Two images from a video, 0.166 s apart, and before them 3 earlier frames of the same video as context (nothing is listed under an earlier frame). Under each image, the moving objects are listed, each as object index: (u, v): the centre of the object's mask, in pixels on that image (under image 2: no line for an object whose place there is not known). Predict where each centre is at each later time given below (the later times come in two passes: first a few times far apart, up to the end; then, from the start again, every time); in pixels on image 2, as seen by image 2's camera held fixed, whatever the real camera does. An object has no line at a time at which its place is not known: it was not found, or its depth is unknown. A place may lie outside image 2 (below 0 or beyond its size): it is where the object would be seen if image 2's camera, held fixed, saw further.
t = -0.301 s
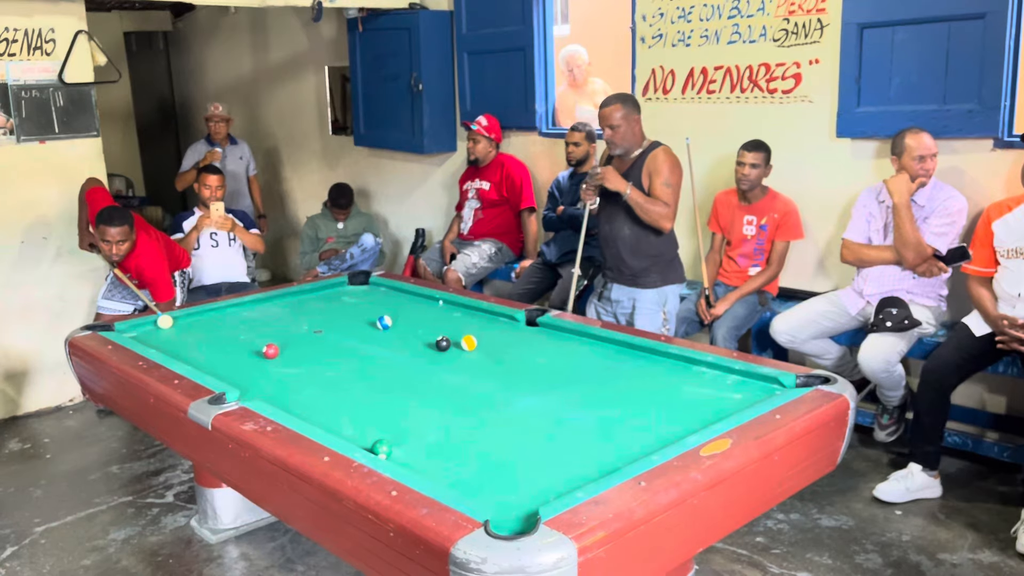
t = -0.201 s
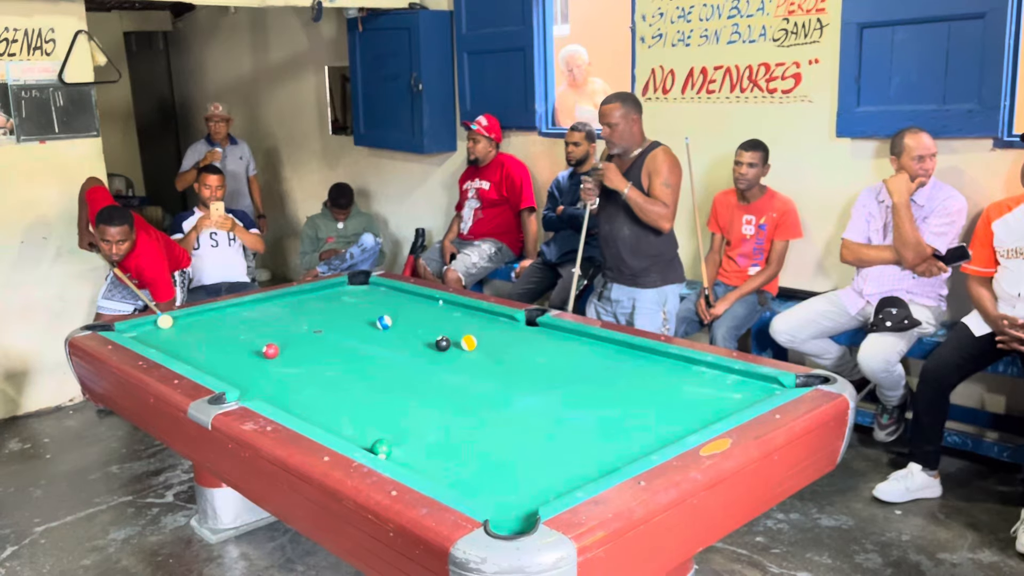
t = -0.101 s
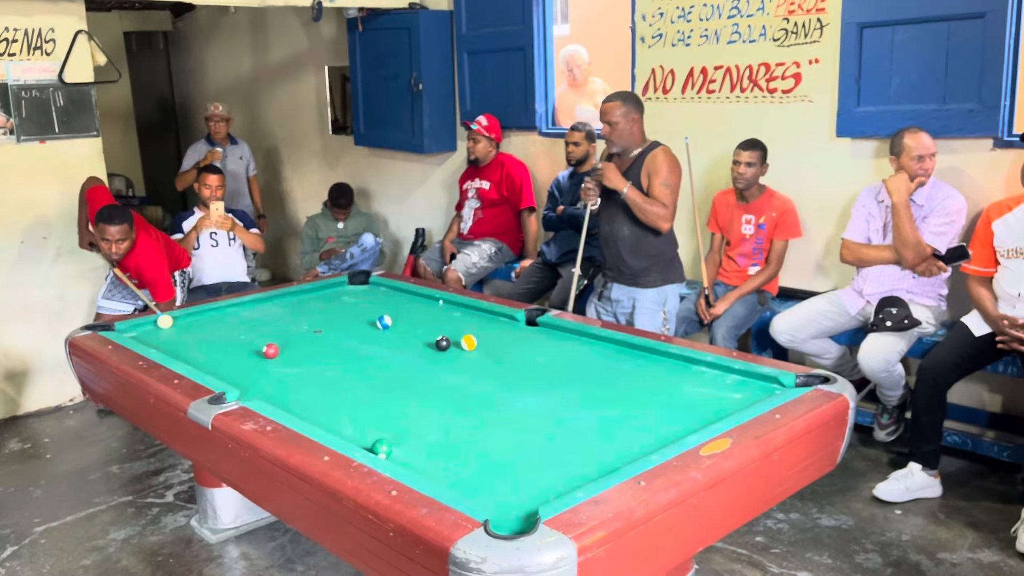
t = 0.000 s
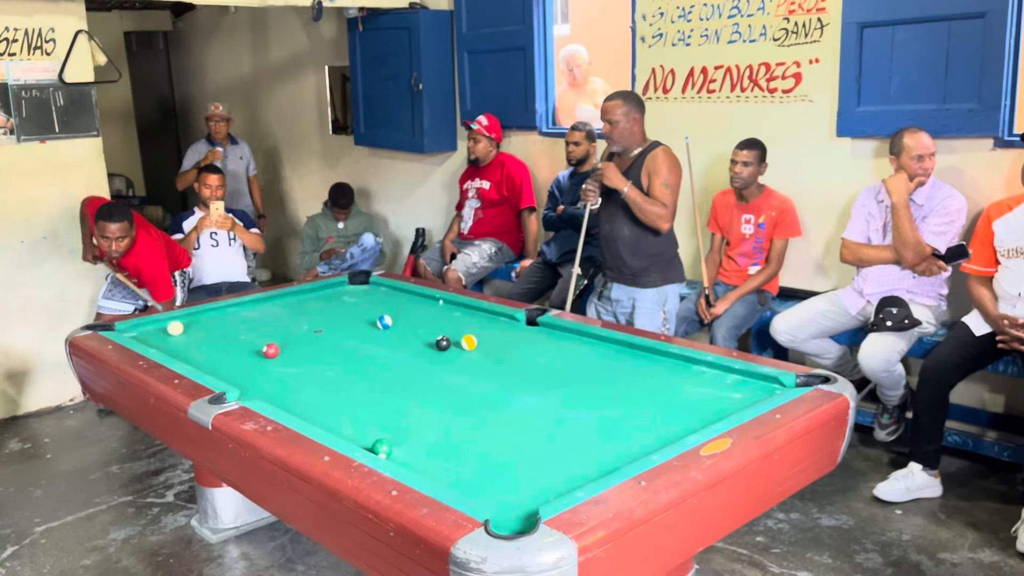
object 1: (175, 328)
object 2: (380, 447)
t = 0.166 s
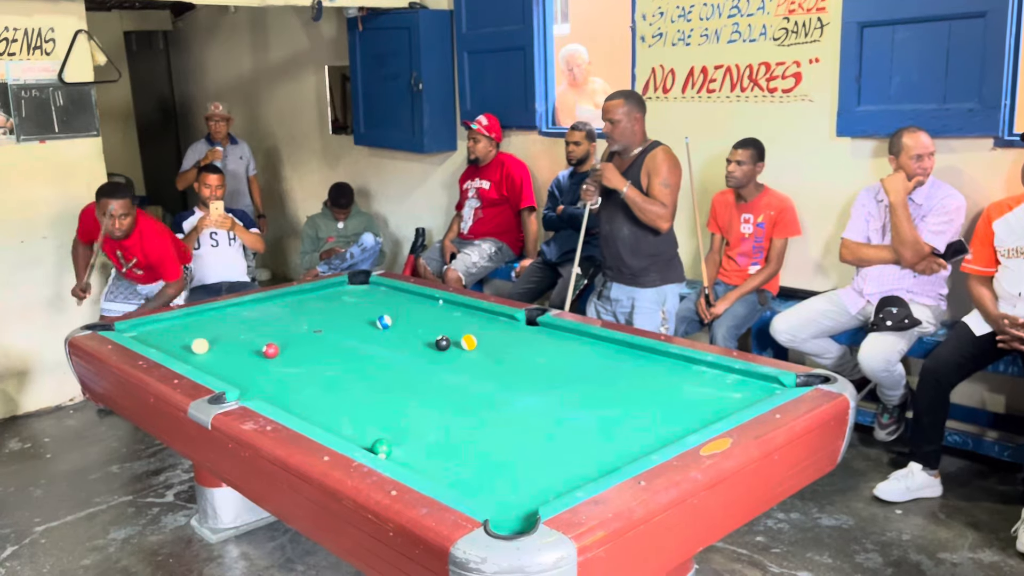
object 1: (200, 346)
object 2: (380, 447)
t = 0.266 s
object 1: (217, 358)
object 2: (380, 447)
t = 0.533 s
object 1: (269, 395)
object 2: (379, 447)
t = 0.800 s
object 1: (355, 434)
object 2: (380, 447)
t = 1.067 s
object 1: (410, 440)
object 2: (446, 478)
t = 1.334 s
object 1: (460, 442)
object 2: (521, 502)
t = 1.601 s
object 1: (508, 443)
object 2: (516, 488)
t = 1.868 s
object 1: (553, 445)
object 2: (496, 470)
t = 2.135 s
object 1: (597, 447)
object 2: (480, 454)
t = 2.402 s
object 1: (637, 448)
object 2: (464, 441)
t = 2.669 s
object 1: (650, 443)
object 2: (453, 429)
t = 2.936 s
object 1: (646, 436)
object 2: (441, 420)
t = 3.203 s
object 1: (643, 430)
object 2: (433, 412)
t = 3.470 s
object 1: (640, 425)
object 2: (425, 405)
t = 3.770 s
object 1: (638, 420)
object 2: (419, 399)
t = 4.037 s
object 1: (637, 418)
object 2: (414, 394)
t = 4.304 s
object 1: (637, 417)
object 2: (410, 391)
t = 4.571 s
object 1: (637, 417)
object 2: (408, 388)
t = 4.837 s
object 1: (637, 417)
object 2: (406, 386)
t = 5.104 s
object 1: (637, 417)
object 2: (405, 384)
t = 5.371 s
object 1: (637, 416)
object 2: (405, 384)
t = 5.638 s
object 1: (637, 417)
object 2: (405, 384)
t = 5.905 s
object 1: (637, 417)
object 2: (405, 384)
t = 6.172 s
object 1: (637, 417)
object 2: (404, 384)
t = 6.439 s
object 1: (637, 417)
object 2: (404, 384)
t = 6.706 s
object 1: (637, 417)
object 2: (404, 384)
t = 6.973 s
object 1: (637, 417)
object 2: (404, 384)
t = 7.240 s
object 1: (637, 417)
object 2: (404, 384)
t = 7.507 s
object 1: (637, 416)
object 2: (404, 384)
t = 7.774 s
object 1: (637, 416)
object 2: (404, 384)
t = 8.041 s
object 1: (637, 417)
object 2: (404, 384)
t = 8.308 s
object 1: (637, 417)
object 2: (404, 384)
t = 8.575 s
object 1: (637, 417)
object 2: (404, 384)
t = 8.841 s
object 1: (637, 417)
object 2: (403, 384)
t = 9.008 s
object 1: (637, 417)
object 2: (404, 384)
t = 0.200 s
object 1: (205, 350)
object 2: (380, 447)
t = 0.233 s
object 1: (211, 354)
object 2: (380, 447)
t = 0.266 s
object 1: (217, 358)
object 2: (380, 447)
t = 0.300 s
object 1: (222, 362)
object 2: (380, 447)
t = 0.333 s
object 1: (229, 366)
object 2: (380, 447)
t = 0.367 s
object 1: (235, 371)
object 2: (380, 447)
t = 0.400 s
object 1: (241, 375)
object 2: (379, 447)
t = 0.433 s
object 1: (248, 380)
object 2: (379, 447)
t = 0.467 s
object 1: (254, 385)
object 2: (379, 447)
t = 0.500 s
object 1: (262, 390)
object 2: (379, 447)
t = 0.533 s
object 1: (269, 395)
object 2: (379, 447)
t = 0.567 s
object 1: (277, 400)
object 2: (379, 447)
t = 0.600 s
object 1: (285, 405)
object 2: (379, 447)
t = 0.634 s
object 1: (294, 410)
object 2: (379, 447)
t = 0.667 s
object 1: (306, 415)
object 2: (379, 447)
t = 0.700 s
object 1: (318, 420)
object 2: (379, 447)
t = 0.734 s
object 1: (330, 425)
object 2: (379, 447)
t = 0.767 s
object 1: (342, 429)
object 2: (379, 447)
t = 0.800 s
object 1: (355, 434)
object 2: (380, 447)
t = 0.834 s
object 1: (367, 438)
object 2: (380, 447)
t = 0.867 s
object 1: (375, 440)
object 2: (385, 451)
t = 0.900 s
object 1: (380, 440)
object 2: (394, 455)
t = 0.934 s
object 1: (386, 440)
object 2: (405, 460)
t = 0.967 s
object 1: (391, 440)
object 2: (416, 465)
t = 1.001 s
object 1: (398, 440)
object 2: (426, 470)
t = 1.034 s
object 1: (404, 440)
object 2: (436, 473)
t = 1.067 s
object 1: (410, 440)
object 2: (446, 478)
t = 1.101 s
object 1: (417, 440)
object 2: (454, 481)
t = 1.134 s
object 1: (423, 441)
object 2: (463, 483)
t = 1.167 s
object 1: (429, 441)
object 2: (473, 486)
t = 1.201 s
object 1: (436, 441)
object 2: (482, 489)
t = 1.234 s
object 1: (442, 441)
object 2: (493, 493)
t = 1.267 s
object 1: (448, 441)
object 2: (502, 499)
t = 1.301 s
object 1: (454, 441)
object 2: (511, 499)
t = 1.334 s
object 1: (460, 442)
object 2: (521, 502)
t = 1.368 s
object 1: (466, 442)
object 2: (529, 505)
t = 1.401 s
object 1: (472, 442)
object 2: (530, 503)
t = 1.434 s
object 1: (478, 442)
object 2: (528, 501)
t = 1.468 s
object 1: (484, 442)
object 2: (526, 499)
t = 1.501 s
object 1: (490, 443)
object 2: (524, 496)
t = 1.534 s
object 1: (496, 443)
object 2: (521, 493)
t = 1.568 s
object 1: (502, 443)
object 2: (518, 491)
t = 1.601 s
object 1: (508, 443)
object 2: (516, 488)
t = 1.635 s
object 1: (514, 443)
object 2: (513, 486)
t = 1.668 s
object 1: (519, 444)
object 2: (511, 483)
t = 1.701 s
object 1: (525, 444)
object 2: (508, 481)
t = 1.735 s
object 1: (531, 444)
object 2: (506, 478)
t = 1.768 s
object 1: (536, 444)
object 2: (503, 476)
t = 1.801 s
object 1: (542, 445)
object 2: (501, 474)
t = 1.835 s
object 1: (548, 445)
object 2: (498, 472)
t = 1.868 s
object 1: (553, 445)
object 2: (496, 470)
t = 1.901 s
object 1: (559, 445)
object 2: (493, 468)
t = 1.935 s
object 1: (564, 445)
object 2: (491, 466)
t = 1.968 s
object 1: (570, 446)
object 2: (489, 464)
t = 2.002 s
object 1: (575, 446)
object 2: (487, 462)
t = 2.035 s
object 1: (581, 446)
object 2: (484, 460)
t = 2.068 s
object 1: (586, 446)
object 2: (483, 457)
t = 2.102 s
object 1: (591, 446)
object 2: (481, 455)
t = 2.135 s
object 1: (597, 447)
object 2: (480, 454)
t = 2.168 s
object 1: (602, 447)
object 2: (478, 452)
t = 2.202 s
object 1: (607, 447)
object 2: (476, 450)
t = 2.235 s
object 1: (612, 447)
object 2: (474, 449)
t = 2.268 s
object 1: (617, 448)
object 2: (471, 447)
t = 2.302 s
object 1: (622, 448)
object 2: (469, 446)
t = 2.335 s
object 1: (627, 448)
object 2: (468, 444)
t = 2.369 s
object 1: (632, 448)
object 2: (466, 442)
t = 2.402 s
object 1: (637, 448)
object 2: (464, 441)
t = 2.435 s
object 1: (642, 448)
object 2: (463, 439)
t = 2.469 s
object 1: (647, 447)
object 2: (461, 438)
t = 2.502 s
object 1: (652, 447)
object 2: (459, 437)
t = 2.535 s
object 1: (652, 446)
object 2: (458, 435)
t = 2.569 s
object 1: (651, 445)
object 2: (456, 434)
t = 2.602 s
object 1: (651, 445)
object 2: (455, 432)
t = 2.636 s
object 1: (650, 444)
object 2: (454, 431)
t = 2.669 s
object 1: (650, 443)
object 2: (453, 429)
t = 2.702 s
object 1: (649, 443)
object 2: (451, 428)
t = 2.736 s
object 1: (649, 442)
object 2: (450, 427)
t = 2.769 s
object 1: (648, 441)
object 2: (448, 426)
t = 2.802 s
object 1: (648, 440)
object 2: (447, 424)
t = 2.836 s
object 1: (647, 439)
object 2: (445, 423)
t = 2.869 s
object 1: (647, 438)
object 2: (444, 422)
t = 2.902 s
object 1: (647, 437)
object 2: (443, 421)
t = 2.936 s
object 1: (646, 436)
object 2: (441, 420)
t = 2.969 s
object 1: (646, 435)
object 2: (440, 419)
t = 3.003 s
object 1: (645, 434)
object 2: (439, 418)
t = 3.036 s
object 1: (645, 434)
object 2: (438, 417)
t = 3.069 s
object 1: (645, 433)
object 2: (437, 416)
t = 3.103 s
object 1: (644, 432)
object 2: (436, 415)
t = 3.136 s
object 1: (644, 431)
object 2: (435, 414)
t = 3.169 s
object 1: (644, 430)
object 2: (434, 413)
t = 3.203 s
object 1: (643, 430)
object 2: (433, 412)
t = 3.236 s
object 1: (643, 429)
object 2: (432, 411)
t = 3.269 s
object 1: (642, 428)
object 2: (431, 410)
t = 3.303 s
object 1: (642, 428)
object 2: (431, 409)
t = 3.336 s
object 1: (642, 427)
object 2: (430, 408)
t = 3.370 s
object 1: (641, 426)
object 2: (429, 408)
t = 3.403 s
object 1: (641, 426)
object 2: (428, 407)
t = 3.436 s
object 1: (641, 425)
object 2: (427, 406)
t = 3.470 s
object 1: (640, 425)
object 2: (425, 405)
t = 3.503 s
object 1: (640, 424)
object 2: (425, 404)
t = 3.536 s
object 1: (640, 424)
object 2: (424, 404)
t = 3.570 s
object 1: (640, 423)
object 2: (423, 403)
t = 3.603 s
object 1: (639, 423)
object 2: (422, 402)
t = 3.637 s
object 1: (639, 422)
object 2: (422, 402)
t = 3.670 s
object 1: (639, 422)
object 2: (421, 401)
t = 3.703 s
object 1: (639, 421)
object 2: (420, 400)
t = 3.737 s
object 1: (639, 421)
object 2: (419, 400)
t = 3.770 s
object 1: (638, 420)
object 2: (419, 399)
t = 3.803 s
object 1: (638, 420)
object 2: (418, 399)
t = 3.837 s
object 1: (638, 420)
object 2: (417, 398)
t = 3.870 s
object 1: (638, 419)
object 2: (417, 397)
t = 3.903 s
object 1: (638, 419)
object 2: (416, 397)
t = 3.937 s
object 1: (637, 419)
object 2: (415, 396)
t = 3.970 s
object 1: (637, 418)
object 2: (415, 395)
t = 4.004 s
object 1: (637, 418)
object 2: (414, 395)
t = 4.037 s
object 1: (637, 418)
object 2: (414, 394)
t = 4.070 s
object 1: (637, 418)
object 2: (413, 394)
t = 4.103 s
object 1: (637, 417)
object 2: (412, 394)
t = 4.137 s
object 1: (637, 417)
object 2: (412, 393)
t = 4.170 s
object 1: (637, 417)
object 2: (412, 393)
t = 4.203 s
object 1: (637, 417)
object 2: (411, 392)
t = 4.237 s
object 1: (637, 417)
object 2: (411, 392)
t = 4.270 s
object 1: (637, 417)
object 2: (410, 391)
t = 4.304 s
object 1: (637, 417)
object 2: (410, 391)
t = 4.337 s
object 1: (637, 417)
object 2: (410, 390)
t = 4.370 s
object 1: (637, 417)
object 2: (410, 390)
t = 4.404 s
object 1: (637, 417)
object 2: (409, 390)
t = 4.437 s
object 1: (637, 417)
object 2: (409, 389)
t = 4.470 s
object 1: (637, 417)
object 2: (409, 389)
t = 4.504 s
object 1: (637, 417)
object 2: (409, 389)
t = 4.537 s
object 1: (637, 417)
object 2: (408, 388)
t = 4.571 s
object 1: (637, 417)
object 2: (408, 388)
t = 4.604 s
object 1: (637, 417)
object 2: (407, 388)
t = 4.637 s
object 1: (637, 417)
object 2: (407, 388)
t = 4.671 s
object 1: (637, 417)
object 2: (407, 387)
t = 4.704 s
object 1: (637, 417)
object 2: (407, 387)
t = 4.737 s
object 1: (637, 417)
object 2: (406, 387)
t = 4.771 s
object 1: (637, 417)
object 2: (406, 386)
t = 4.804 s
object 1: (637, 417)
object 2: (406, 386)
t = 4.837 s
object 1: (637, 417)
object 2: (406, 386)
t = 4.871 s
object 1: (637, 417)
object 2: (406, 386)
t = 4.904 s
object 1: (637, 417)
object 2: (406, 386)
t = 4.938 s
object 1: (637, 417)
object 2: (406, 385)
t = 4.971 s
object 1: (637, 417)
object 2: (406, 385)
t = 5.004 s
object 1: (637, 417)
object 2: (406, 385)
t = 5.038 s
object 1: (637, 417)
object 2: (405, 385)
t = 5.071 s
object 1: (637, 417)
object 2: (405, 385)
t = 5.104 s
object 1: (637, 417)
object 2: (405, 384)
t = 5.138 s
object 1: (637, 417)
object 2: (405, 384)
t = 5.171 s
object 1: (637, 417)
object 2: (405, 384)
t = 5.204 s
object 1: (637, 417)
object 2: (405, 384)
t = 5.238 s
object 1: (637, 417)
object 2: (405, 384)
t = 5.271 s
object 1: (637, 417)
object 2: (405, 384)
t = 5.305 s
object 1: (637, 417)
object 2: (405, 384)
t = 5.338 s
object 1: (637, 417)
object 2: (405, 384)
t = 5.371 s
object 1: (637, 416)
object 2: (405, 384)
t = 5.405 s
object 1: (637, 417)
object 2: (405, 384)
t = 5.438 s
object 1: (637, 416)
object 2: (405, 384)
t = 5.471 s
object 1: (637, 417)
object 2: (405, 384)
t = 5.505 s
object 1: (637, 416)
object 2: (405, 384)
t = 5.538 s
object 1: (637, 417)
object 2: (405, 384)
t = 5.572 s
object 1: (637, 416)
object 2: (405, 384)
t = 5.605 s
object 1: (637, 416)
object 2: (405, 384)
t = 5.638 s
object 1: (637, 417)
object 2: (405, 384)
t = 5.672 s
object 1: (637, 417)
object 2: (405, 384)
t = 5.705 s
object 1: (637, 417)
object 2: (405, 384)
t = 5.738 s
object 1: (637, 417)
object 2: (405, 384)
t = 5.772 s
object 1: (637, 417)
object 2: (405, 384)
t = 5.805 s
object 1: (637, 417)
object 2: (405, 384)
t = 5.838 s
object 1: (637, 417)
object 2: (405, 384)
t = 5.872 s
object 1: (637, 417)
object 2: (405, 384)
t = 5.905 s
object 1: (637, 417)
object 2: (405, 384)
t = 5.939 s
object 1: (637, 417)
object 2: (404, 384)
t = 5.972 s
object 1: (637, 417)
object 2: (404, 384)
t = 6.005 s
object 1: (637, 417)
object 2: (404, 384)
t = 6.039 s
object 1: (637, 417)
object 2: (404, 384)
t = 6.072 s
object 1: (637, 417)
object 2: (404, 384)
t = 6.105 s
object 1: (637, 417)
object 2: (404, 384)
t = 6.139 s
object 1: (637, 417)
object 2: (404, 384)
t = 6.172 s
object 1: (637, 417)
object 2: (404, 384)
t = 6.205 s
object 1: (637, 417)
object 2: (404, 384)
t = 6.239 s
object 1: (637, 417)
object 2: (404, 384)
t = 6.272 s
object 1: (637, 417)
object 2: (404, 384)
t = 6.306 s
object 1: (637, 417)
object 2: (404, 384)
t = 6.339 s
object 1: (637, 417)
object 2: (404, 384)
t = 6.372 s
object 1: (637, 417)
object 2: (404, 384)
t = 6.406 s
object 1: (637, 417)
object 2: (404, 384)
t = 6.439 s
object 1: (637, 417)
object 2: (404, 384)
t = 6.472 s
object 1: (637, 417)
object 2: (404, 384)
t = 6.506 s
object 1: (637, 417)
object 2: (404, 384)
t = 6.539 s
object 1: (637, 417)
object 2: (404, 384)
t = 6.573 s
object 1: (637, 417)
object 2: (404, 384)
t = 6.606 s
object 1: (637, 417)
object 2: (404, 384)
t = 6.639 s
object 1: (637, 417)
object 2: (404, 384)
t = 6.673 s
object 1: (637, 417)
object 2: (404, 384)
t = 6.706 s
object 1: (637, 417)
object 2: (404, 384)
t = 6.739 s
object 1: (637, 417)
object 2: (404, 384)
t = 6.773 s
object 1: (637, 417)
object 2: (404, 384)
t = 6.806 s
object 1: (637, 417)
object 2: (404, 384)
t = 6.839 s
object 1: (637, 417)
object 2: (404, 384)
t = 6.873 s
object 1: (637, 417)
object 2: (404, 384)
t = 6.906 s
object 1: (637, 417)
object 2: (404, 384)
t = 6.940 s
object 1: (637, 417)
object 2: (404, 384)
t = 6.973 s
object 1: (637, 417)
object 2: (404, 384)
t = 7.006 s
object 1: (637, 417)
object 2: (404, 384)
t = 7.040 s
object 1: (637, 417)
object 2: (404, 384)
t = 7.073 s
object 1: (637, 416)
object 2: (404, 384)
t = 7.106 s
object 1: (637, 416)
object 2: (404, 384)
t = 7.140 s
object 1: (637, 416)
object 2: (404, 384)
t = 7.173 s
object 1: (637, 417)
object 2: (404, 384)
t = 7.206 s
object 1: (637, 416)
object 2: (404, 384)
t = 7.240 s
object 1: (637, 417)
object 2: (404, 384)
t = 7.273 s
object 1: (637, 417)
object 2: (404, 384)
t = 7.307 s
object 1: (637, 416)
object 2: (404, 384)
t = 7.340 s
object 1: (637, 416)
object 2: (404, 384)
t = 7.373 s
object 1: (637, 416)
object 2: (404, 384)
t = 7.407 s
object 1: (637, 416)
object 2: (404, 384)
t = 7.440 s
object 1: (637, 416)
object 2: (404, 384)
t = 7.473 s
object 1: (637, 416)
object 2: (404, 384)
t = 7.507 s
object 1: (637, 416)
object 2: (404, 384)
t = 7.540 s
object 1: (637, 416)
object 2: (404, 384)
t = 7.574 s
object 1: (637, 416)
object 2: (404, 384)
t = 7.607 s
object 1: (637, 417)
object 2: (404, 384)
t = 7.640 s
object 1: (637, 417)
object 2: (404, 384)
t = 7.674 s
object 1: (637, 416)
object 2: (404, 384)
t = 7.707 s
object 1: (637, 416)
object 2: (404, 384)
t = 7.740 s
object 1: (637, 416)
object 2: (404, 384)
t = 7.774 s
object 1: (637, 416)
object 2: (404, 384)
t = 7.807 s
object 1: (637, 417)
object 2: (404, 384)
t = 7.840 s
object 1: (637, 417)
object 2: (404, 384)
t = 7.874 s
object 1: (637, 416)
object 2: (404, 384)
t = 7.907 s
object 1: (637, 416)
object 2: (404, 384)
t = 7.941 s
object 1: (637, 417)
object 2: (404, 384)
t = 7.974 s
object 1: (637, 416)
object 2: (404, 384)
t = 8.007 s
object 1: (637, 416)
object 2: (404, 384)
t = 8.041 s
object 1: (637, 417)
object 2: (404, 384)
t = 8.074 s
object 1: (637, 417)
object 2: (404, 384)
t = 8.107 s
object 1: (637, 416)
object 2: (404, 384)
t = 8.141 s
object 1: (637, 416)
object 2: (404, 384)
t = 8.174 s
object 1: (637, 416)
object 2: (404, 384)
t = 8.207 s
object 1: (637, 416)
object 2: (404, 384)
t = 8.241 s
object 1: (637, 417)
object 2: (404, 384)
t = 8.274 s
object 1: (637, 417)
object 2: (404, 384)
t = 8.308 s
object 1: (637, 417)
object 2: (404, 384)
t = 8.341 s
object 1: (637, 417)
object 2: (404, 384)
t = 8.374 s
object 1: (637, 417)
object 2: (404, 384)
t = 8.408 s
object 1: (637, 417)
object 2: (404, 384)
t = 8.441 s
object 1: (637, 417)
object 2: (404, 384)
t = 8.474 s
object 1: (637, 417)
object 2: (404, 384)
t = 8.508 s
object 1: (637, 417)
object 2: (404, 384)
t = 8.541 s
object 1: (637, 417)
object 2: (404, 384)
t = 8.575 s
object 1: (637, 417)
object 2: (404, 384)
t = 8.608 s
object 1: (637, 417)
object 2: (404, 384)
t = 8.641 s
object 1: (637, 416)
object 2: (404, 384)
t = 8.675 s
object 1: (637, 417)
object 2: (403, 384)
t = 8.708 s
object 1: (637, 417)
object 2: (403, 384)
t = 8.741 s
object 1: (637, 416)
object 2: (403, 384)
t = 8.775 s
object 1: (637, 416)
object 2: (403, 384)
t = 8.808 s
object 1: (637, 416)
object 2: (403, 384)
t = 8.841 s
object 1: (637, 417)
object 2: (403, 384)
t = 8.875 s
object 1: (637, 416)
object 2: (403, 384)
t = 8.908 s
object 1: (637, 417)
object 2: (403, 384)
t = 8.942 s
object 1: (637, 416)
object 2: (404, 384)
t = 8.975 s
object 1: (637, 416)
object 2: (404, 384)
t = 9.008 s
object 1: (637, 417)
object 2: (404, 384)
